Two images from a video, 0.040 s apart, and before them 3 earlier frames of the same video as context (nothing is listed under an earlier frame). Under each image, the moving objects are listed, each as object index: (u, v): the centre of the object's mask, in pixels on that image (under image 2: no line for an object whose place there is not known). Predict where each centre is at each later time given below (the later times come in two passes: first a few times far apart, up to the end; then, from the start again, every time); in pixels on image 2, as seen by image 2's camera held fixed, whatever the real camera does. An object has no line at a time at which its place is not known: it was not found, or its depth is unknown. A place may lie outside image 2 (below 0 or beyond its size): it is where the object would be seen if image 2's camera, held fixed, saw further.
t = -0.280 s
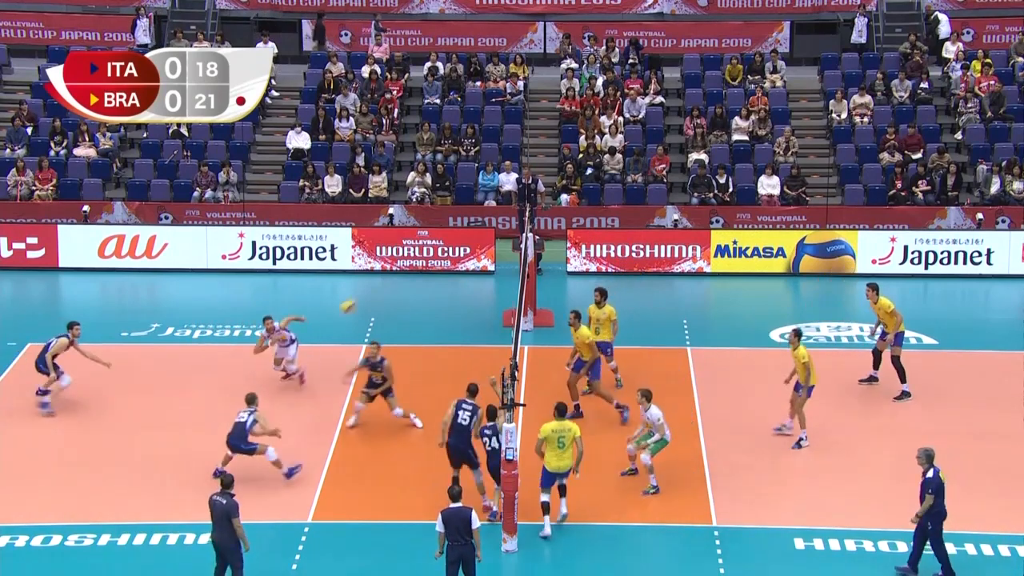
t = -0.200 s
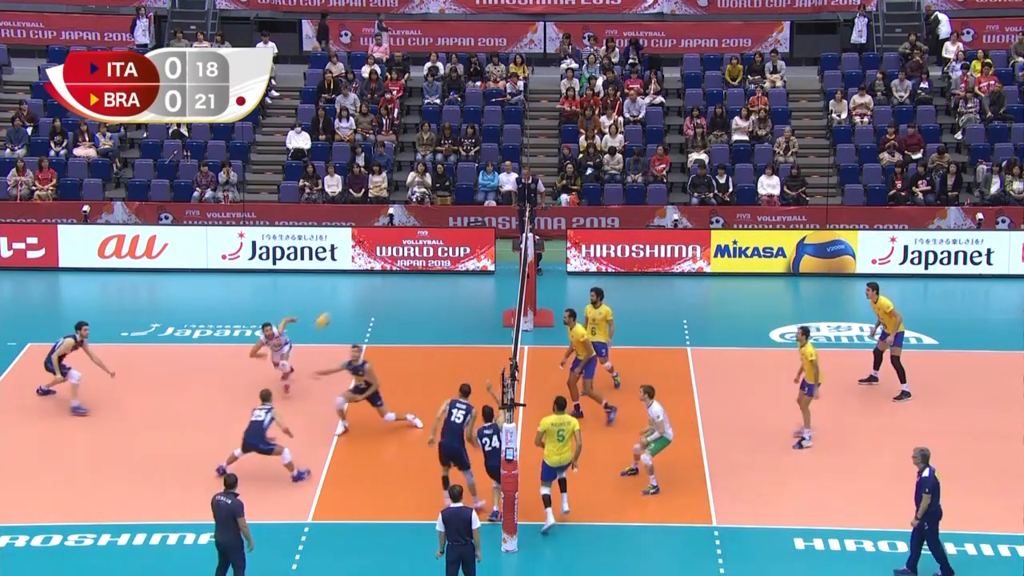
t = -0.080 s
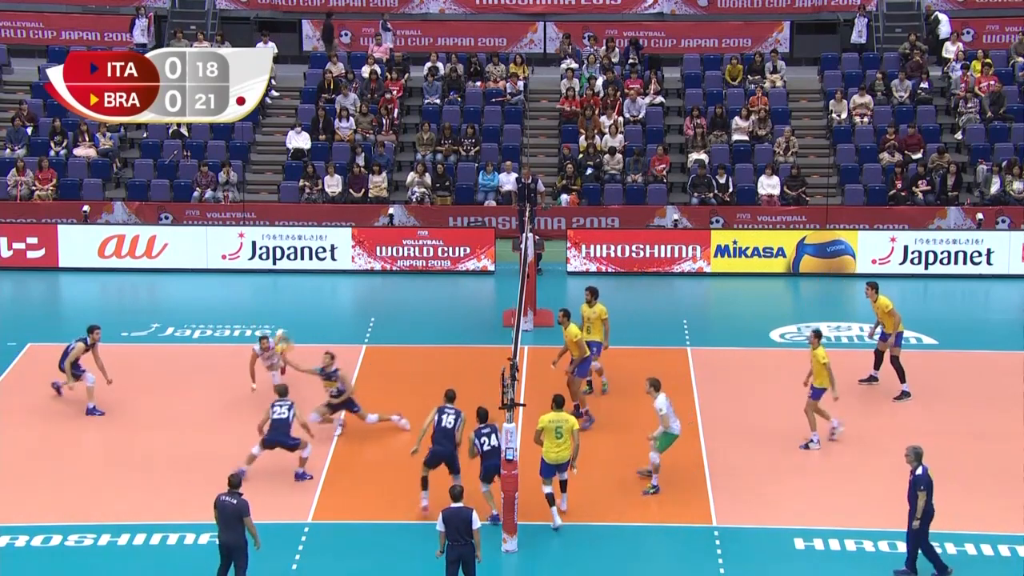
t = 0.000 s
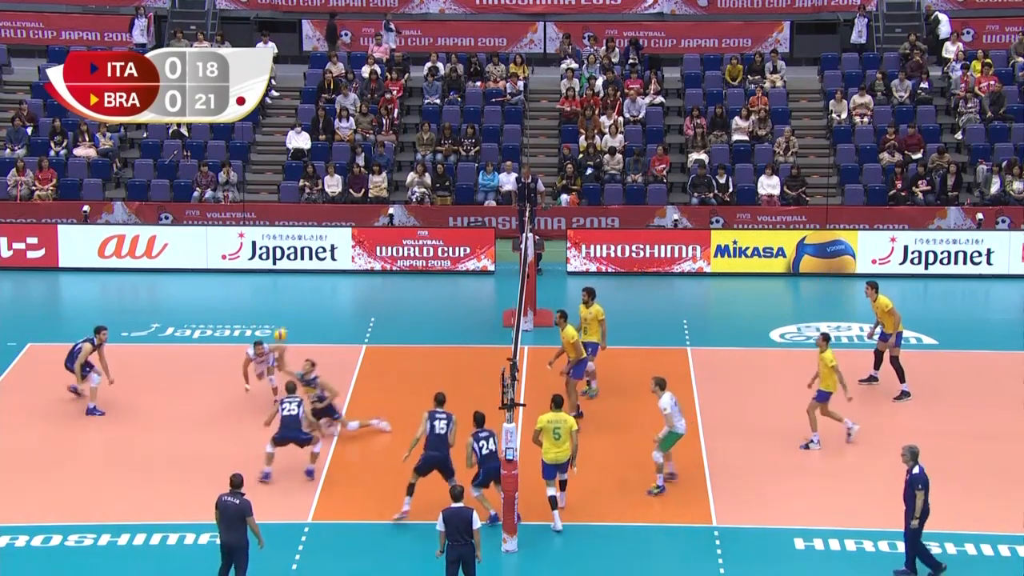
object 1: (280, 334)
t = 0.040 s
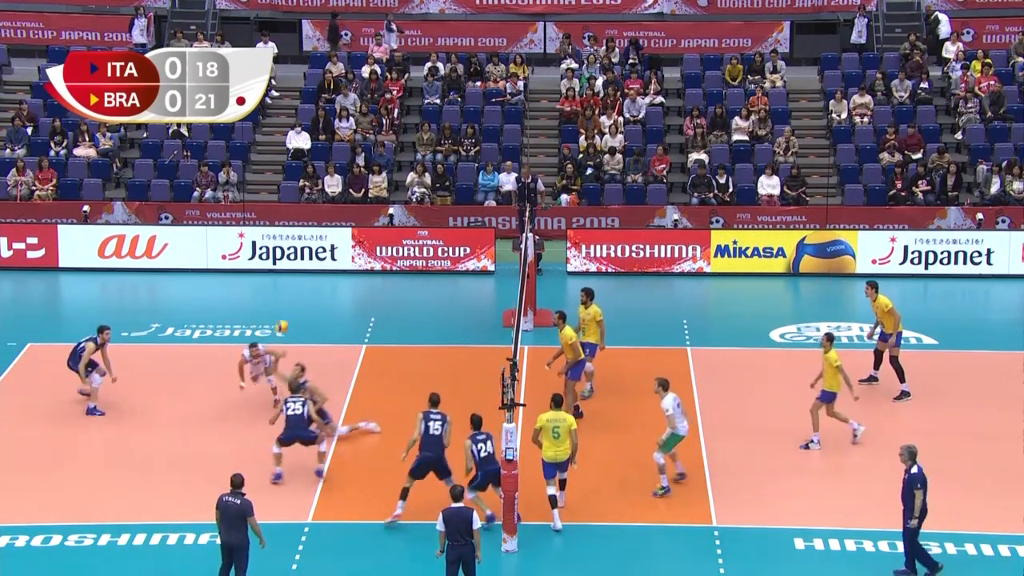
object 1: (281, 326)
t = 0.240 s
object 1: (289, 302)
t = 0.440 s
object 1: (298, 301)
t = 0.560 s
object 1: (303, 311)
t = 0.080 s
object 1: (283, 320)
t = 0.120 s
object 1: (285, 314)
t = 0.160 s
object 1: (286, 309)
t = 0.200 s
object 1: (288, 305)
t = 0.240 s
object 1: (289, 302)
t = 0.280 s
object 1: (290, 300)
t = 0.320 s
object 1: (293, 299)
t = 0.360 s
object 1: (294, 299)
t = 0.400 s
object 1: (296, 299)
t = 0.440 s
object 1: (298, 301)
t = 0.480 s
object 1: (299, 304)
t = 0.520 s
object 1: (301, 307)
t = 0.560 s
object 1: (303, 311)
